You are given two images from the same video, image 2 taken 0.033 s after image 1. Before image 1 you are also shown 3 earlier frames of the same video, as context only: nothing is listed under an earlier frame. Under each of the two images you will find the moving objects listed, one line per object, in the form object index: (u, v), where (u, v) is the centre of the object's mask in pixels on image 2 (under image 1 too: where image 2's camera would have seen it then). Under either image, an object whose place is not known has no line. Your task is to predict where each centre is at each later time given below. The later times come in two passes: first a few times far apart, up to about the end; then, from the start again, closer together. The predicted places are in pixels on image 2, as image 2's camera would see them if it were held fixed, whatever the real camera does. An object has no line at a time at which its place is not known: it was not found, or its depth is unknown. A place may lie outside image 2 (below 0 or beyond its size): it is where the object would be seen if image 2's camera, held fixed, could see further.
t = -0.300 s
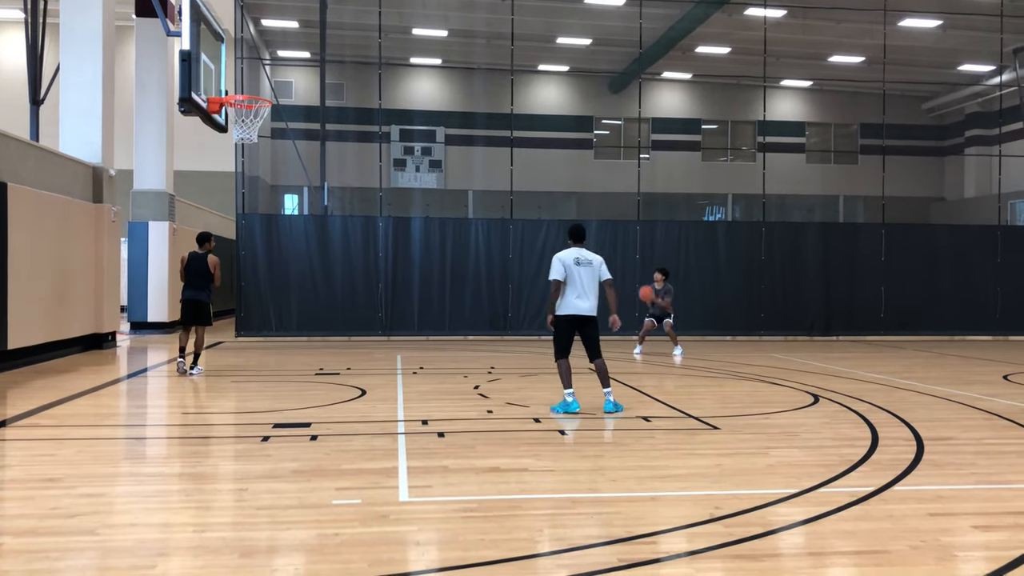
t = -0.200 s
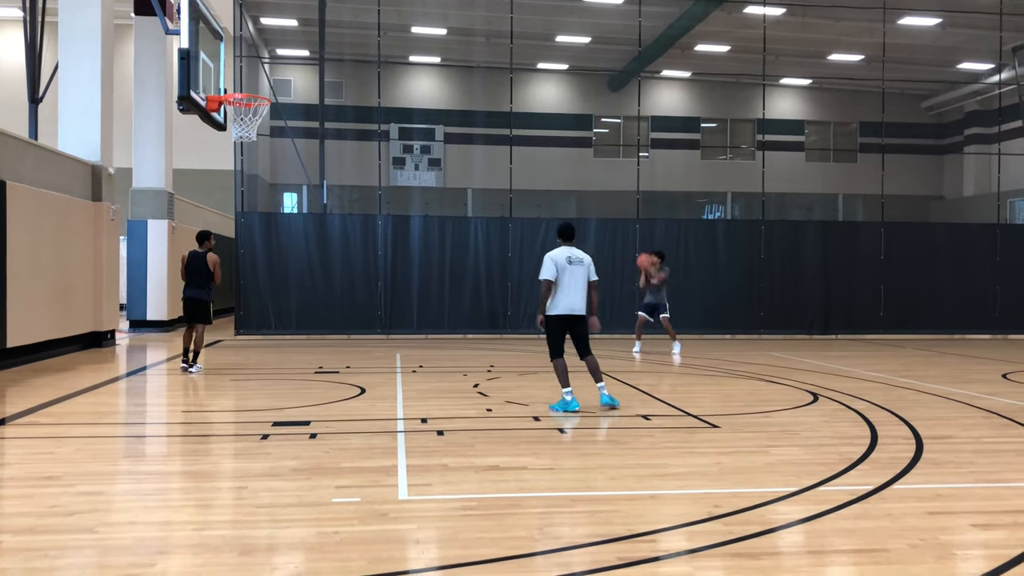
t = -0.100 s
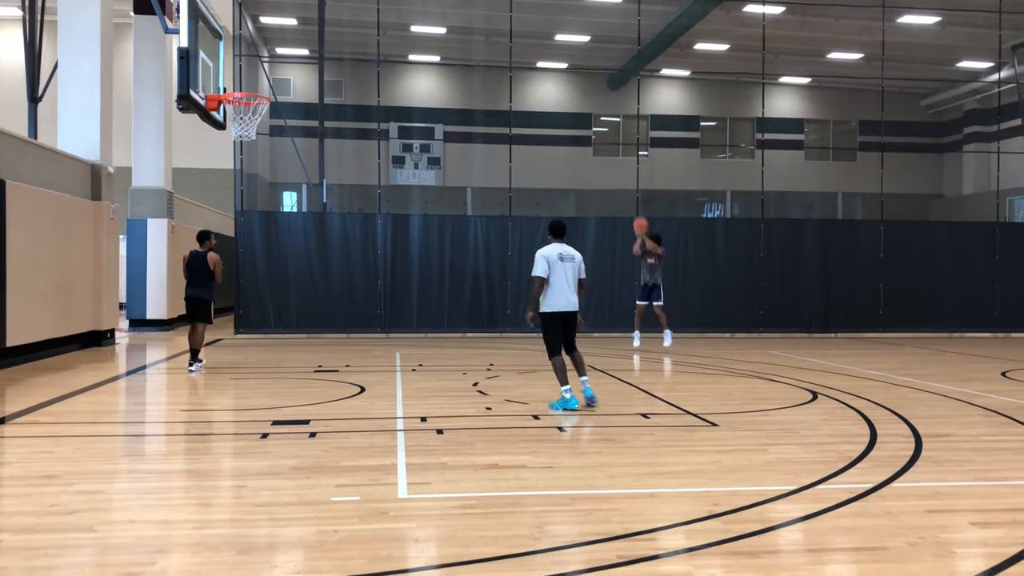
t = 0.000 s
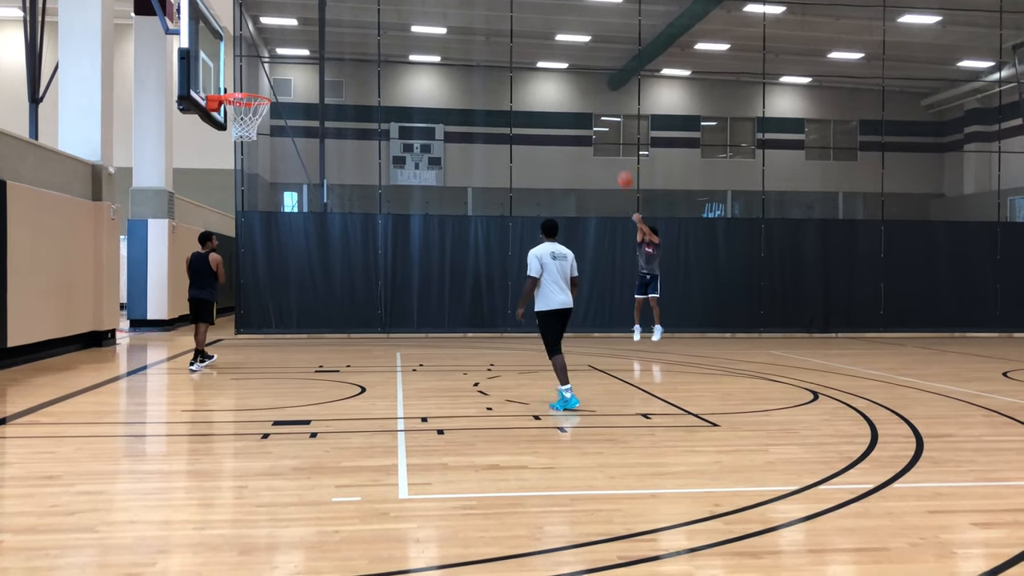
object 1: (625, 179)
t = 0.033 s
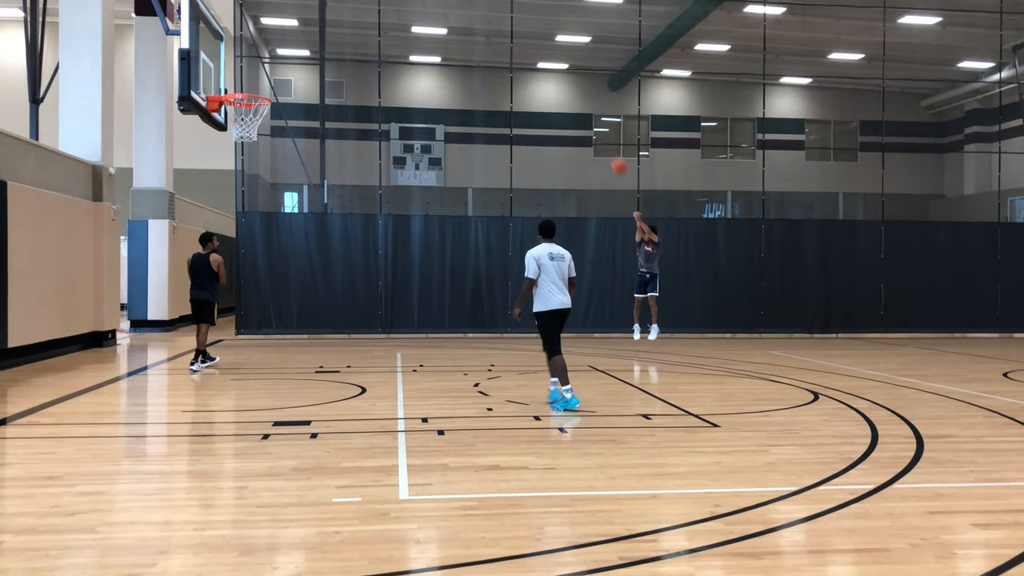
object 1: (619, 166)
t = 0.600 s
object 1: (484, -3)
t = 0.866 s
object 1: (404, -13)
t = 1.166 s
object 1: (299, 45)
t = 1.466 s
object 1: (212, 48)
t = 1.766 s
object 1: (231, 29)
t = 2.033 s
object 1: (258, 94)
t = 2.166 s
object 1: (272, 161)
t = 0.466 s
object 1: (520, 21)
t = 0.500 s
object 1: (511, 14)
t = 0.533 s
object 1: (502, 8)
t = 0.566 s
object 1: (494, 2)
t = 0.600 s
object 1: (484, -3)
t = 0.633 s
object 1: (475, -7)
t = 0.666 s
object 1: (466, -10)
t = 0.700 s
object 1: (456, -13)
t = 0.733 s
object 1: (446, -15)
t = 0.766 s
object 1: (436, -16)
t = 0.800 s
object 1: (426, -16)
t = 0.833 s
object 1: (414, -15)
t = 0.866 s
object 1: (404, -13)
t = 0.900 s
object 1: (393, -11)
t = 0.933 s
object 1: (382, -7)
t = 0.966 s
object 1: (371, -3)
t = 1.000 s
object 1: (359, 3)
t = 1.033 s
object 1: (347, 10)
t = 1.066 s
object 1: (335, 17)
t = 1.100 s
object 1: (323, 25)
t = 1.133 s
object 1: (311, 35)
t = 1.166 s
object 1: (299, 45)
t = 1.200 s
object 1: (284, 60)
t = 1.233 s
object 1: (273, 71)
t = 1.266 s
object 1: (258, 85)
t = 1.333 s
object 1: (241, 84)
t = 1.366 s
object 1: (234, 74)
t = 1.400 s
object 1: (227, 64)
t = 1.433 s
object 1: (220, 55)
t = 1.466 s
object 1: (212, 48)
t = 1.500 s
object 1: (209, 42)
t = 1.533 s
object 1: (212, 37)
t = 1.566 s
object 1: (214, 32)
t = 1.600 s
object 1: (216, 29)
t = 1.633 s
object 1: (220, 27)
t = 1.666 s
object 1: (222, 25)
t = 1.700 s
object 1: (225, 25)
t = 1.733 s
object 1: (228, 26)
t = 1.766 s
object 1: (231, 29)
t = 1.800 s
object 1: (234, 32)
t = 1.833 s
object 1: (237, 37)
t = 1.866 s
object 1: (241, 43)
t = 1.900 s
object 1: (244, 50)
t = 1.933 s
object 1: (247, 59)
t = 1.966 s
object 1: (250, 69)
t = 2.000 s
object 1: (254, 81)
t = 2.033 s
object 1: (258, 94)
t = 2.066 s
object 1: (261, 108)
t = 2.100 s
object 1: (265, 125)
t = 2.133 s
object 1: (269, 143)
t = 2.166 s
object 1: (272, 161)
